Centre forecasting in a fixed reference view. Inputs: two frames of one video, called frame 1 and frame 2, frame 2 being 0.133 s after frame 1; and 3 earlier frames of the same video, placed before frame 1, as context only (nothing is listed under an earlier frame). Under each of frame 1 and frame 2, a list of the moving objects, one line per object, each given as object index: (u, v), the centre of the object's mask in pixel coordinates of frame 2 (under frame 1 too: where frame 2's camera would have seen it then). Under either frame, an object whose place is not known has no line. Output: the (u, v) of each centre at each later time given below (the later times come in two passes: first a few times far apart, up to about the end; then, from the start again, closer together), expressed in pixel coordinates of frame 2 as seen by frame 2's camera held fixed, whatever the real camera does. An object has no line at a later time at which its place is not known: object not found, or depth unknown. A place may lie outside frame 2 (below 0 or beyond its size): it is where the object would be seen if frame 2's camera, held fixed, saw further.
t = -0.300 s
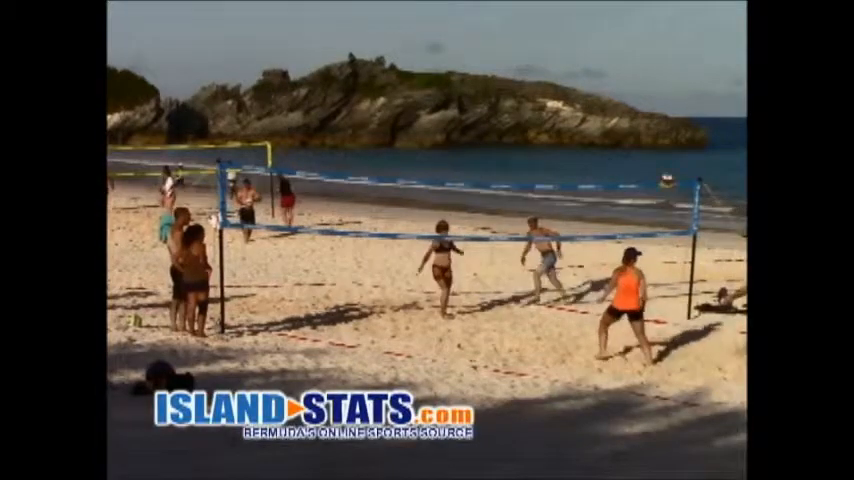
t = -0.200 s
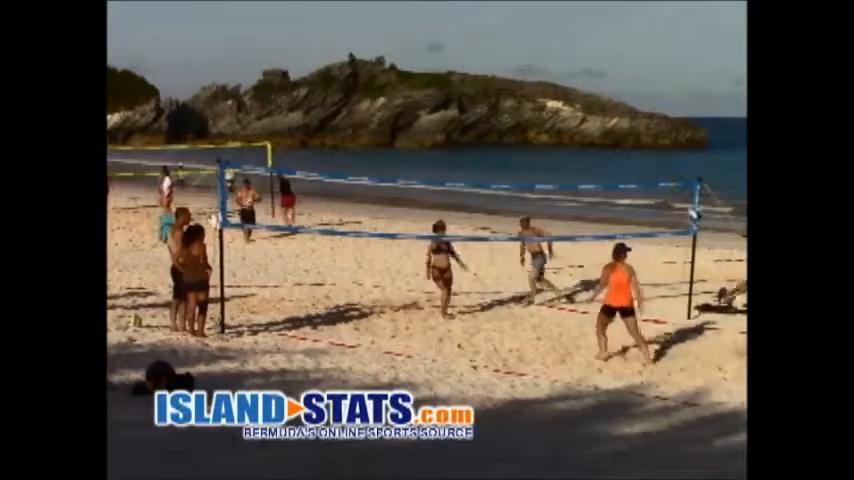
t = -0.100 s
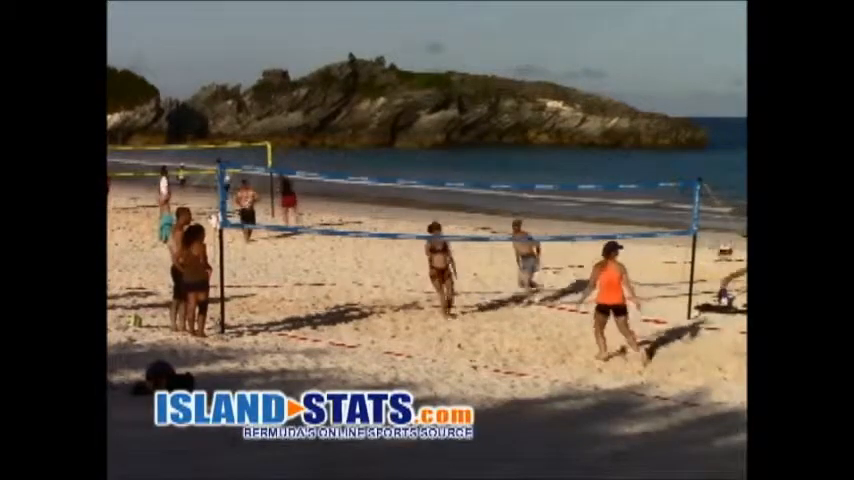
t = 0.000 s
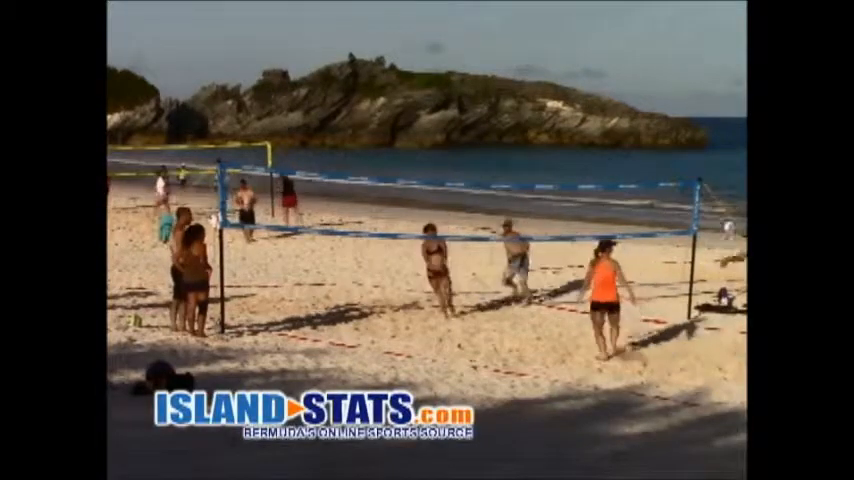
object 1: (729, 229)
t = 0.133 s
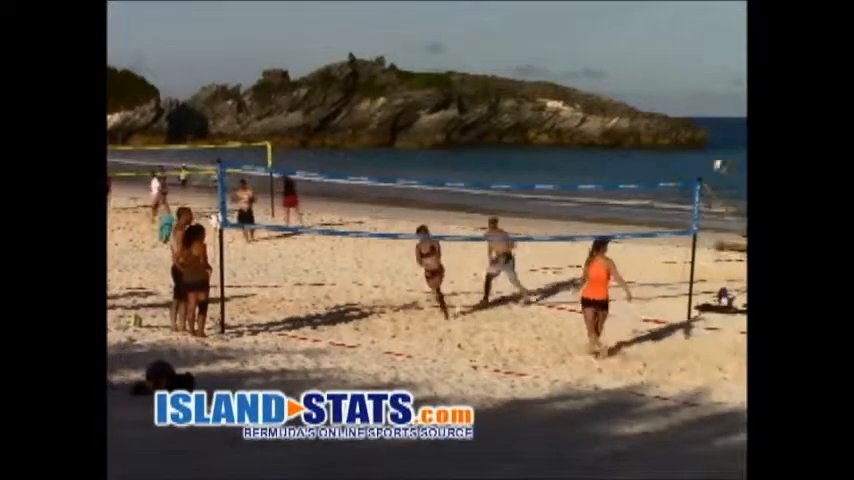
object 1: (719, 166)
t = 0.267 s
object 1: (711, 119)
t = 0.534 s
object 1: (693, 62)
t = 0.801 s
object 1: (676, 61)
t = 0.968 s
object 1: (662, 82)
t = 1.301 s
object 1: (640, 181)
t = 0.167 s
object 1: (716, 151)
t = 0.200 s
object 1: (714, 139)
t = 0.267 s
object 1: (711, 119)
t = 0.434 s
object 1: (697, 78)
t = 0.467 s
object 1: (696, 73)
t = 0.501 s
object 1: (695, 71)
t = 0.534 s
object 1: (693, 62)
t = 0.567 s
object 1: (691, 62)
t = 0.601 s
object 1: (688, 58)
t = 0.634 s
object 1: (687, 57)
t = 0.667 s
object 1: (684, 56)
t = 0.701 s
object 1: (682, 56)
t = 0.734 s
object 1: (680, 57)
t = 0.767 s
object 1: (677, 58)
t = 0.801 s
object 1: (676, 61)
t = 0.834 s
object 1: (666, 61)
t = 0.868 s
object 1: (667, 65)
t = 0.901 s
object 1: (667, 71)
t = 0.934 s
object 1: (664, 77)
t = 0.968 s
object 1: (662, 82)
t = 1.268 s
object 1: (641, 167)
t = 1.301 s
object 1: (640, 181)
